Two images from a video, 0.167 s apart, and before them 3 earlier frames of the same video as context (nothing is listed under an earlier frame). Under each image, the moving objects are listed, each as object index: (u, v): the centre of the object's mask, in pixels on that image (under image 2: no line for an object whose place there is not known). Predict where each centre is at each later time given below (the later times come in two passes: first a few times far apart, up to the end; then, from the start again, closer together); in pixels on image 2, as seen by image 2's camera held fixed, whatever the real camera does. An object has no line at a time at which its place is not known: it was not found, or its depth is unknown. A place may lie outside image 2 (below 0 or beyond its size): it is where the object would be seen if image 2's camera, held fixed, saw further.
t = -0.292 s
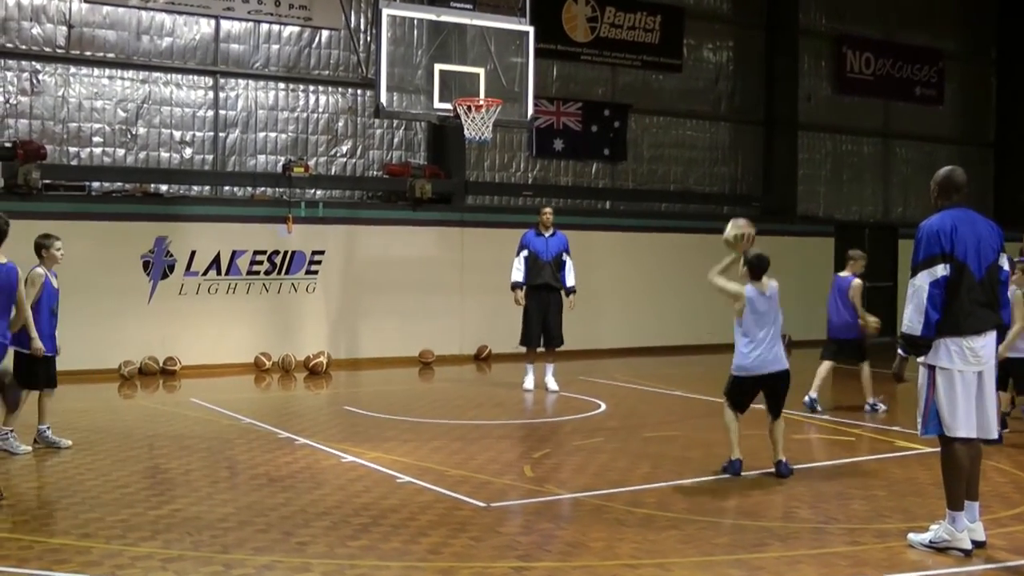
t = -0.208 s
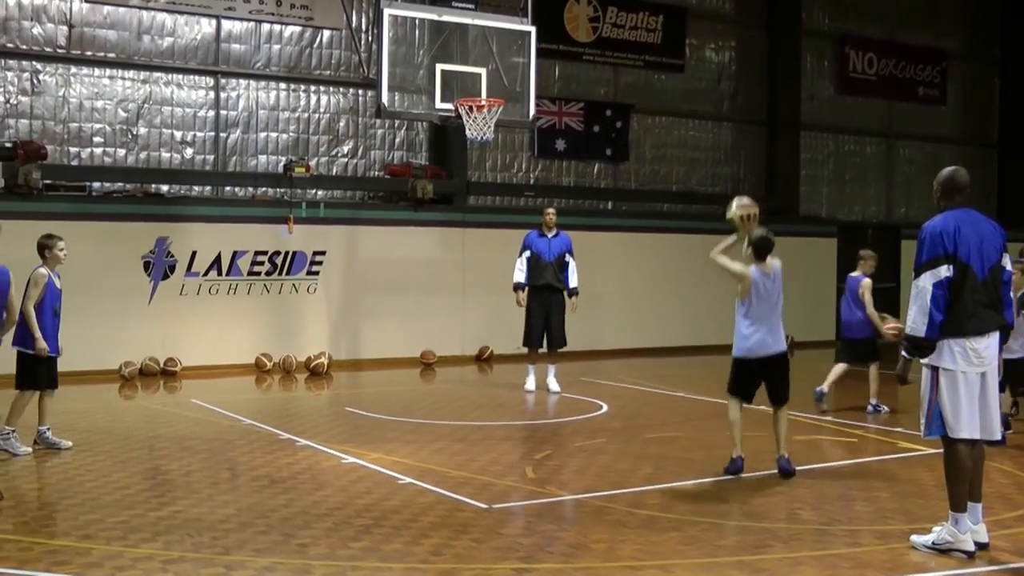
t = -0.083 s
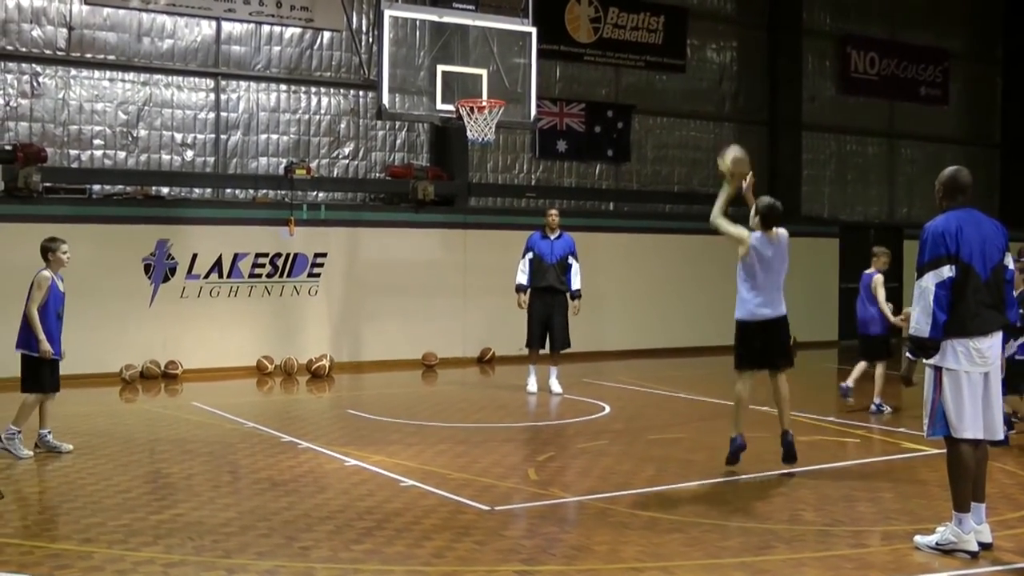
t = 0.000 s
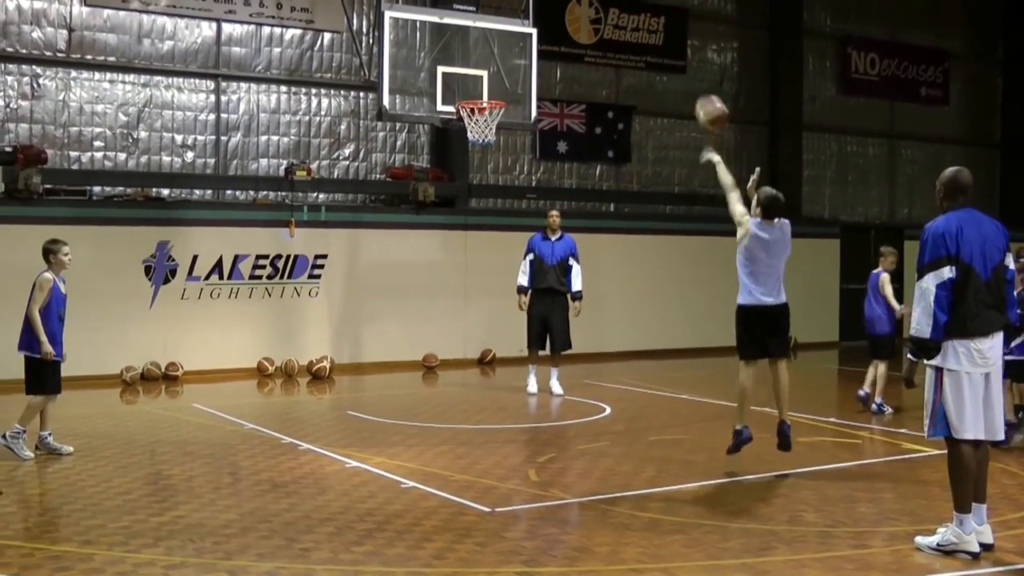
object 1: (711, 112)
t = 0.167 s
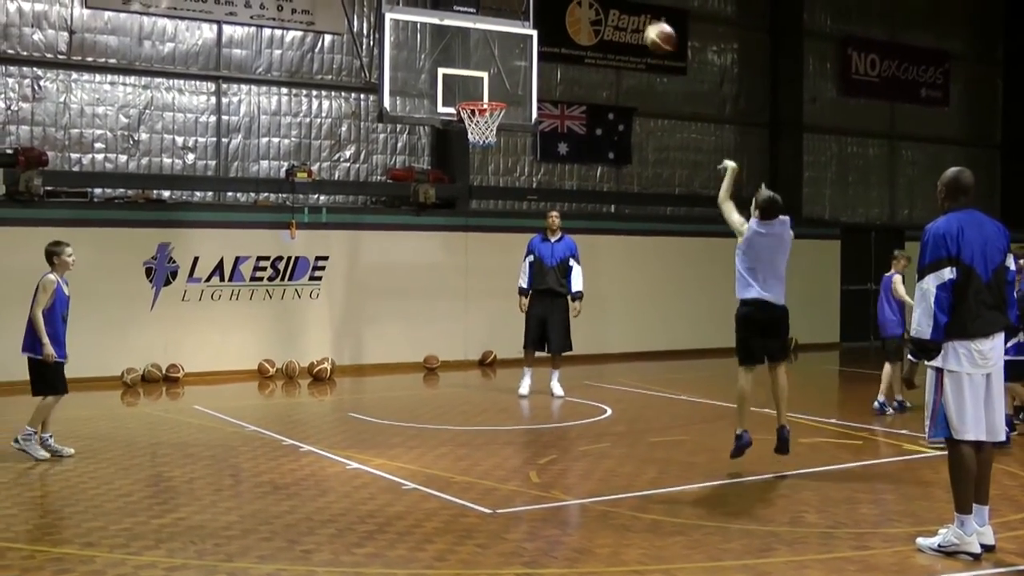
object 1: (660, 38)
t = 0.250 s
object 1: (637, 14)
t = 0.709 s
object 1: (532, 17)
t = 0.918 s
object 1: (494, 78)
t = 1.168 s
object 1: (469, 70)
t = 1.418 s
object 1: (448, 81)
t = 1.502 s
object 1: (439, 100)
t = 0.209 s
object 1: (648, 23)
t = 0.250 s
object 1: (637, 14)
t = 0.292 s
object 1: (626, 7)
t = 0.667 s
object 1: (540, 9)
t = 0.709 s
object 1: (532, 17)
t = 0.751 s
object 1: (524, 26)
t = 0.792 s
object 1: (515, 39)
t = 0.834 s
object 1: (508, 50)
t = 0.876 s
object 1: (500, 63)
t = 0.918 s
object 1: (494, 78)
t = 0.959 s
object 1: (486, 93)
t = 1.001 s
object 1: (481, 94)
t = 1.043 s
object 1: (478, 87)
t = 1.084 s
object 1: (476, 80)
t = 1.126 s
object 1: (473, 75)
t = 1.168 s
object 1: (469, 70)
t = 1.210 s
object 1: (465, 68)
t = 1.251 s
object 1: (462, 68)
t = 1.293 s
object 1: (459, 68)
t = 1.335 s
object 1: (455, 70)
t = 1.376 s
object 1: (451, 75)
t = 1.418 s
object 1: (448, 81)
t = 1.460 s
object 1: (444, 89)
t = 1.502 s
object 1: (439, 100)
